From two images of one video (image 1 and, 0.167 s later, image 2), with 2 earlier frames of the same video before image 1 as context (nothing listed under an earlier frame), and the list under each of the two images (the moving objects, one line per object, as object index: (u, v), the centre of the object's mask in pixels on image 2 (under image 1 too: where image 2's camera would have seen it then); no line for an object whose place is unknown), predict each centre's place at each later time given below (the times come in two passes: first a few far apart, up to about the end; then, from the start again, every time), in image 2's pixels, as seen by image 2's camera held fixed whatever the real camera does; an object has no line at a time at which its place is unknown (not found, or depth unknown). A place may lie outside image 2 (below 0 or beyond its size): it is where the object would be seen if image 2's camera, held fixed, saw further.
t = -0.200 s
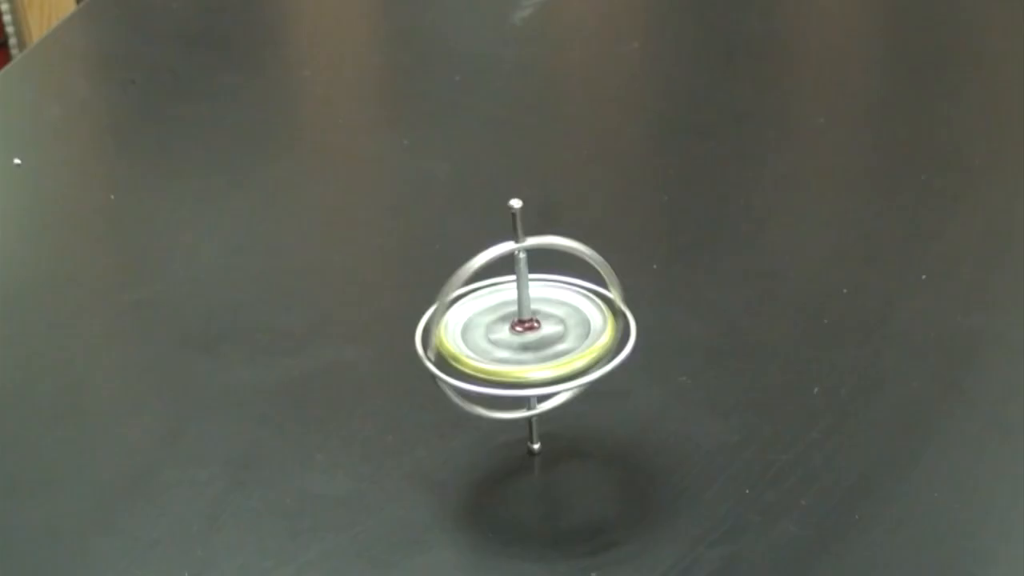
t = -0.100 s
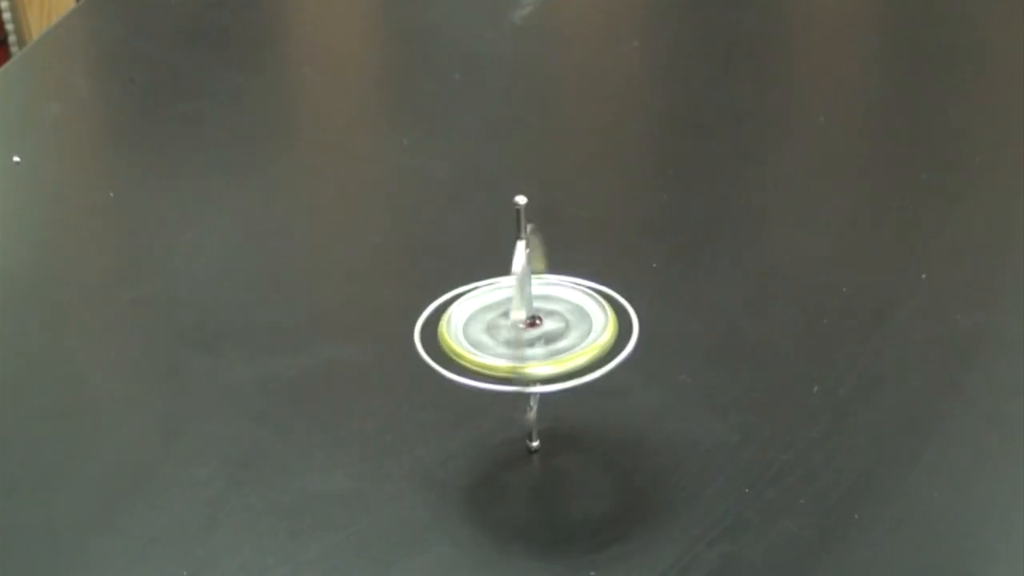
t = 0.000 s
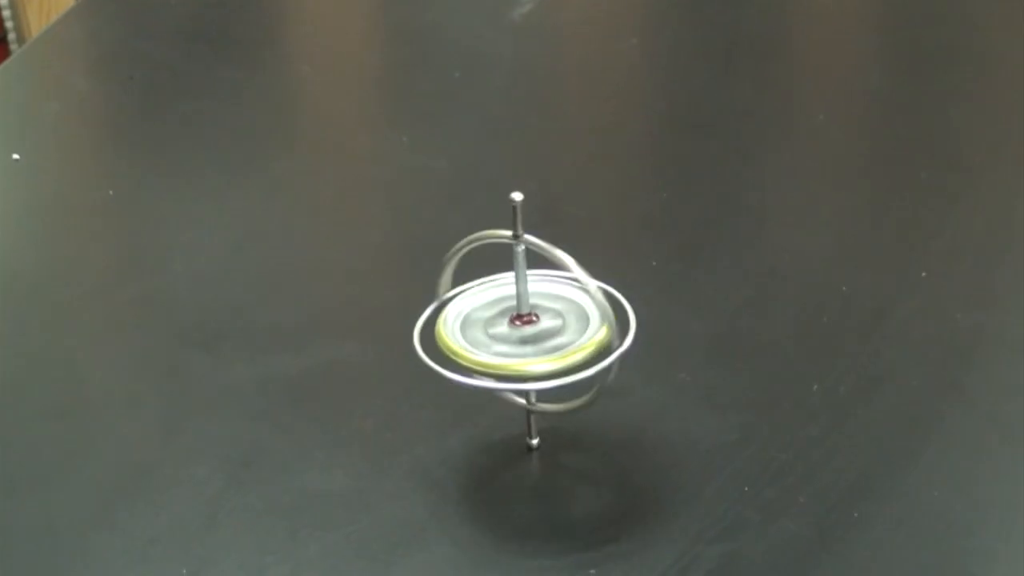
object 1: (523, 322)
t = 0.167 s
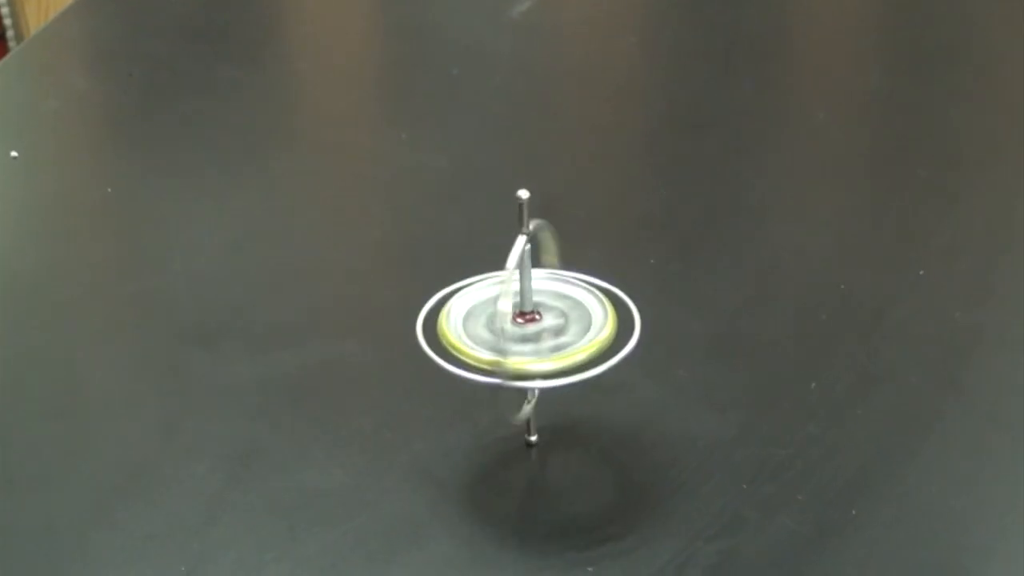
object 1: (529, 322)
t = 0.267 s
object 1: (521, 314)
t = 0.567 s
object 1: (515, 315)
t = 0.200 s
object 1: (528, 322)
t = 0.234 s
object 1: (525, 317)
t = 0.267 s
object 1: (521, 314)
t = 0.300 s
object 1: (520, 315)
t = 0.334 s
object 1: (519, 315)
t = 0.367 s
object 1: (518, 316)
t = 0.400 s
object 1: (519, 318)
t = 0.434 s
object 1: (521, 318)
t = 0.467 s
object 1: (520, 321)
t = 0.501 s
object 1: (518, 318)
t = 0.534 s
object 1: (516, 315)
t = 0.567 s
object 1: (515, 315)
